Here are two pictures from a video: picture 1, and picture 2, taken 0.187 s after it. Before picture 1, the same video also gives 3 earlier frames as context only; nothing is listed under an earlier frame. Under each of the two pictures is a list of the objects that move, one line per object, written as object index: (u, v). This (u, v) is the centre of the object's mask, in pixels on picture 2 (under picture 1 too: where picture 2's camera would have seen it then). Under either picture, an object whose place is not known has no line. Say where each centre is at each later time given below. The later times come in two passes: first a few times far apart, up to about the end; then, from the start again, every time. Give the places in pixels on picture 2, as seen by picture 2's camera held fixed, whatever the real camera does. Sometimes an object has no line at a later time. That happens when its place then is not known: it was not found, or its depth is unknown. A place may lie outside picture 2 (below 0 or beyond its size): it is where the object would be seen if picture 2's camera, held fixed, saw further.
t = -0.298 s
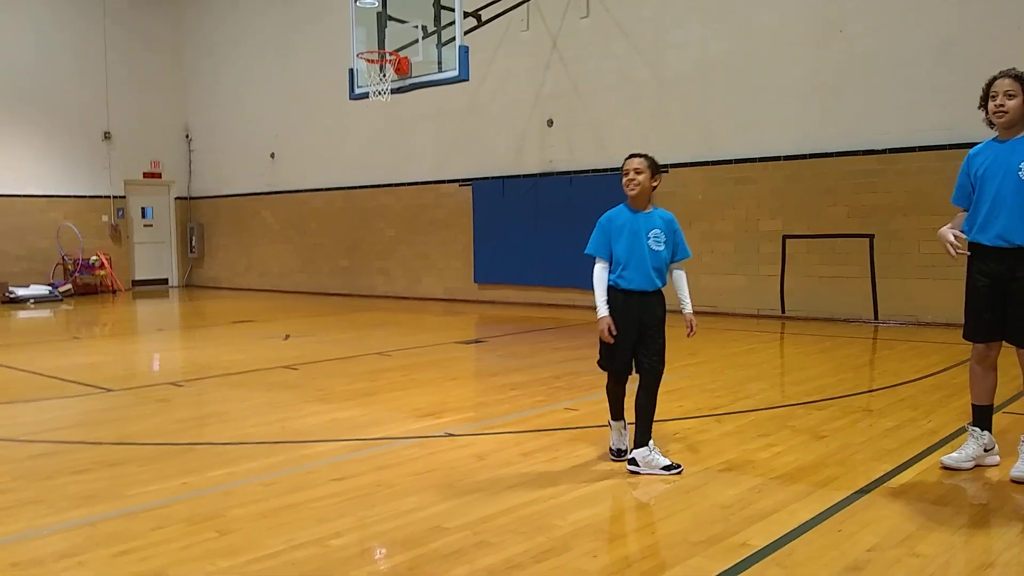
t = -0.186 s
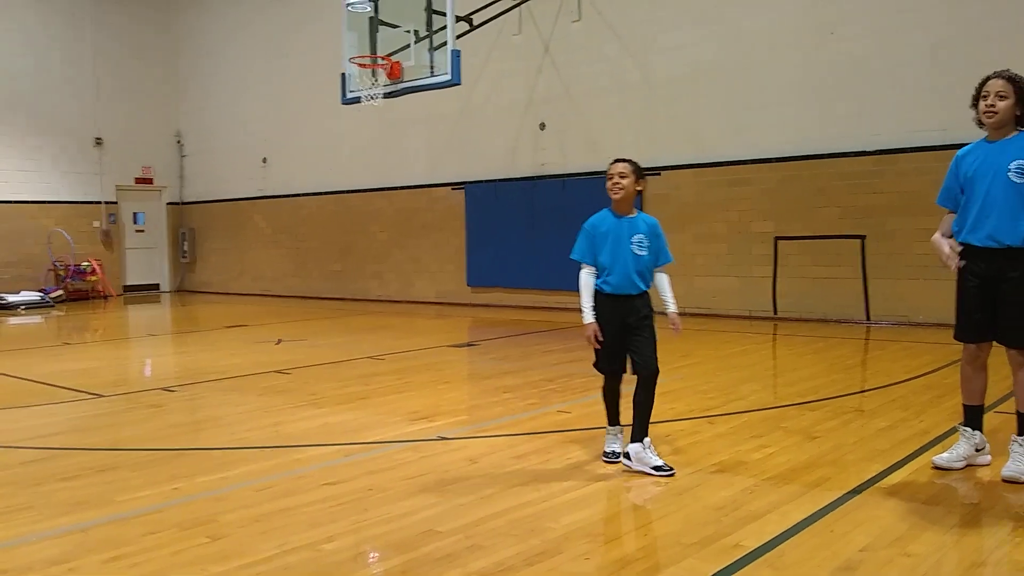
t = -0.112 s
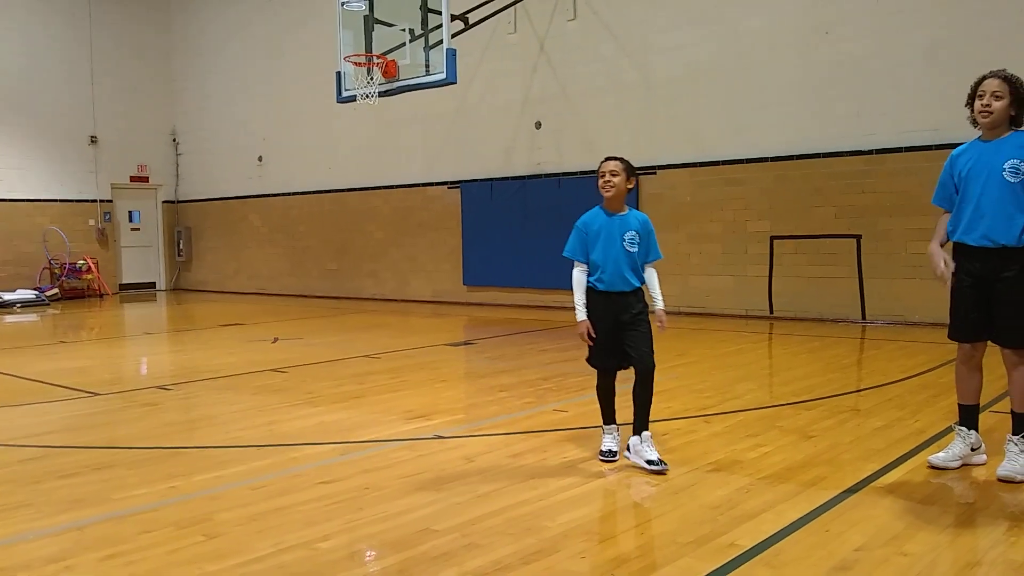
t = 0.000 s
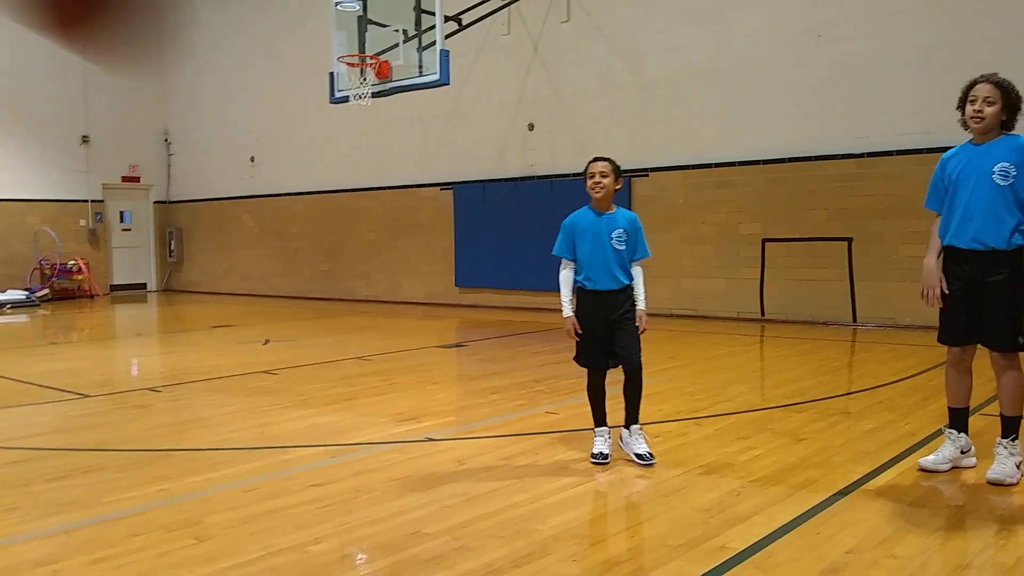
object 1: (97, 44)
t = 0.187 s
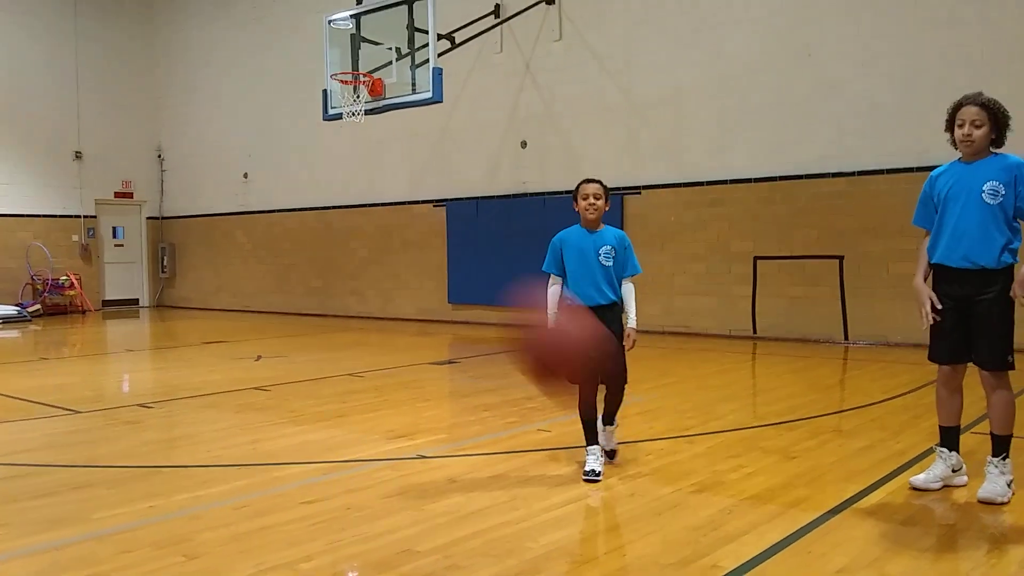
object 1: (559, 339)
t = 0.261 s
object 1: (671, 462)
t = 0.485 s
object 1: (815, 360)
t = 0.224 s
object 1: (611, 393)
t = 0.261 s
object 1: (671, 462)
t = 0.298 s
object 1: (713, 517)
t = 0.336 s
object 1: (751, 538)
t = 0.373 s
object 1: (768, 484)
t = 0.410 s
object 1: (784, 437)
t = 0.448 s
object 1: (800, 394)
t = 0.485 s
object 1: (815, 360)
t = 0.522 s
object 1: (829, 327)
